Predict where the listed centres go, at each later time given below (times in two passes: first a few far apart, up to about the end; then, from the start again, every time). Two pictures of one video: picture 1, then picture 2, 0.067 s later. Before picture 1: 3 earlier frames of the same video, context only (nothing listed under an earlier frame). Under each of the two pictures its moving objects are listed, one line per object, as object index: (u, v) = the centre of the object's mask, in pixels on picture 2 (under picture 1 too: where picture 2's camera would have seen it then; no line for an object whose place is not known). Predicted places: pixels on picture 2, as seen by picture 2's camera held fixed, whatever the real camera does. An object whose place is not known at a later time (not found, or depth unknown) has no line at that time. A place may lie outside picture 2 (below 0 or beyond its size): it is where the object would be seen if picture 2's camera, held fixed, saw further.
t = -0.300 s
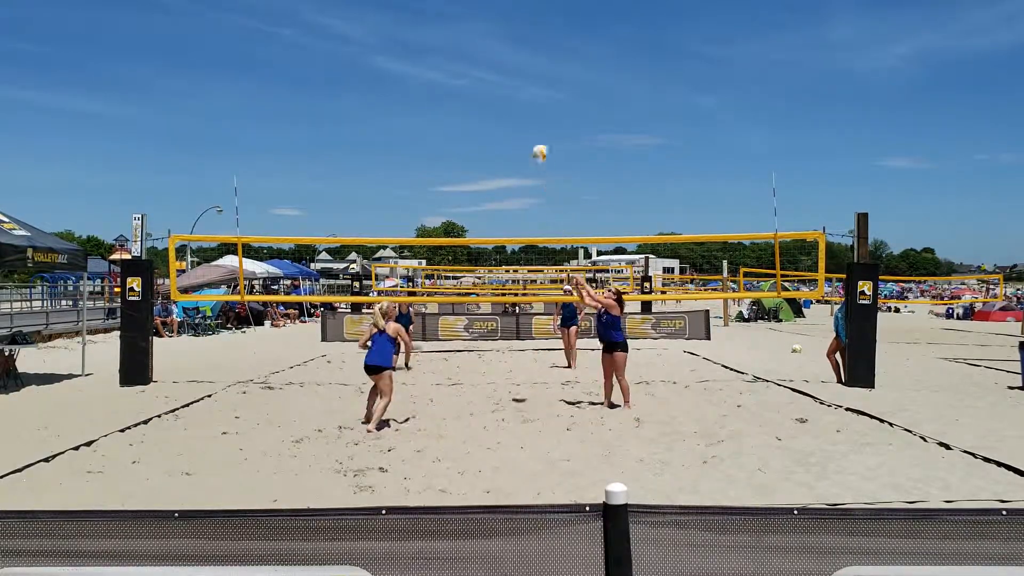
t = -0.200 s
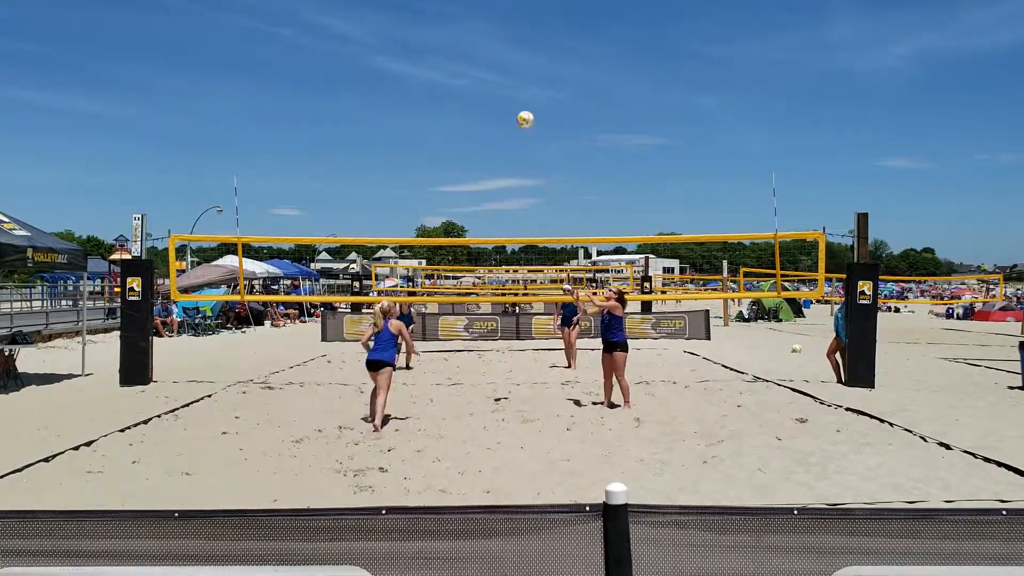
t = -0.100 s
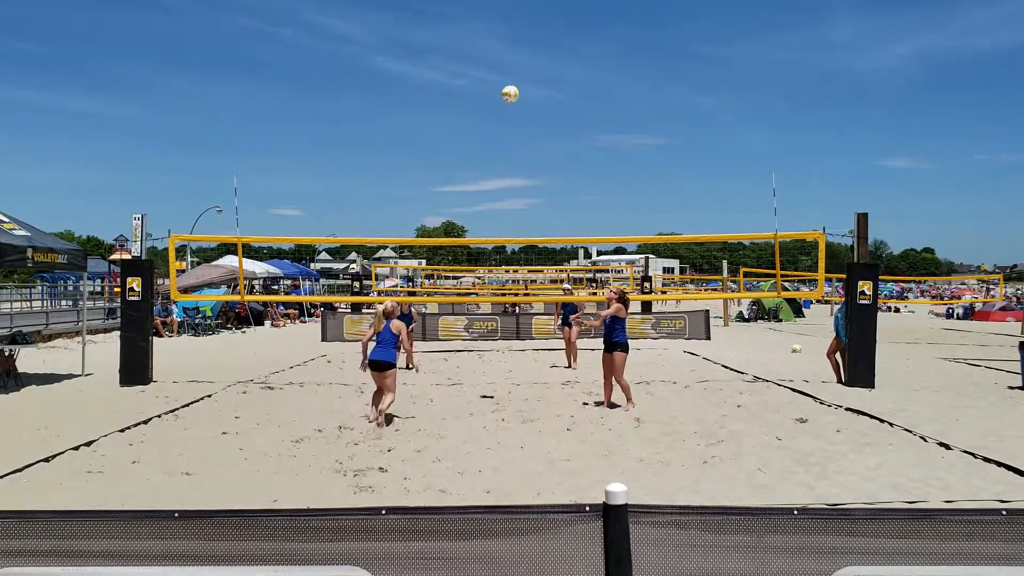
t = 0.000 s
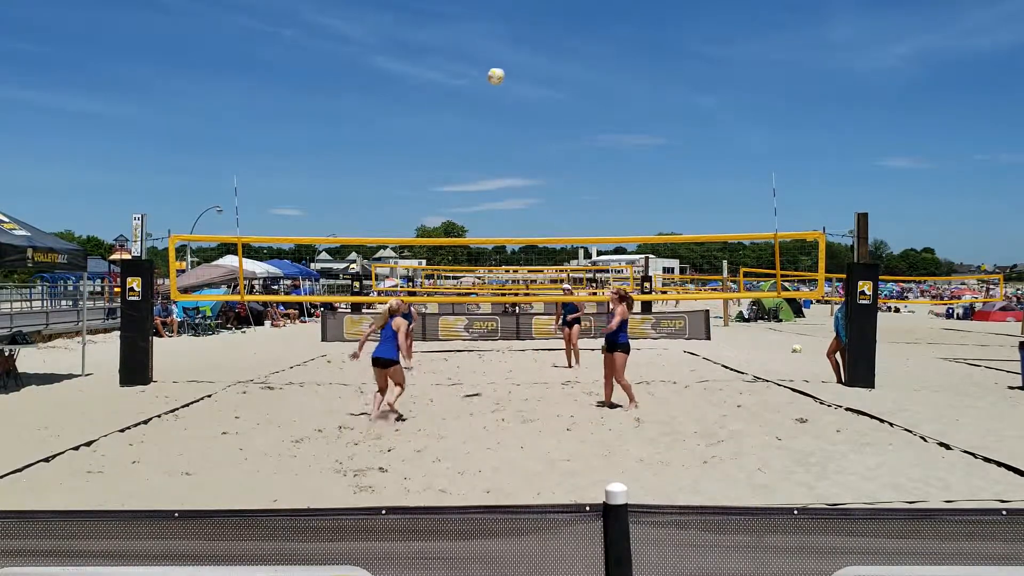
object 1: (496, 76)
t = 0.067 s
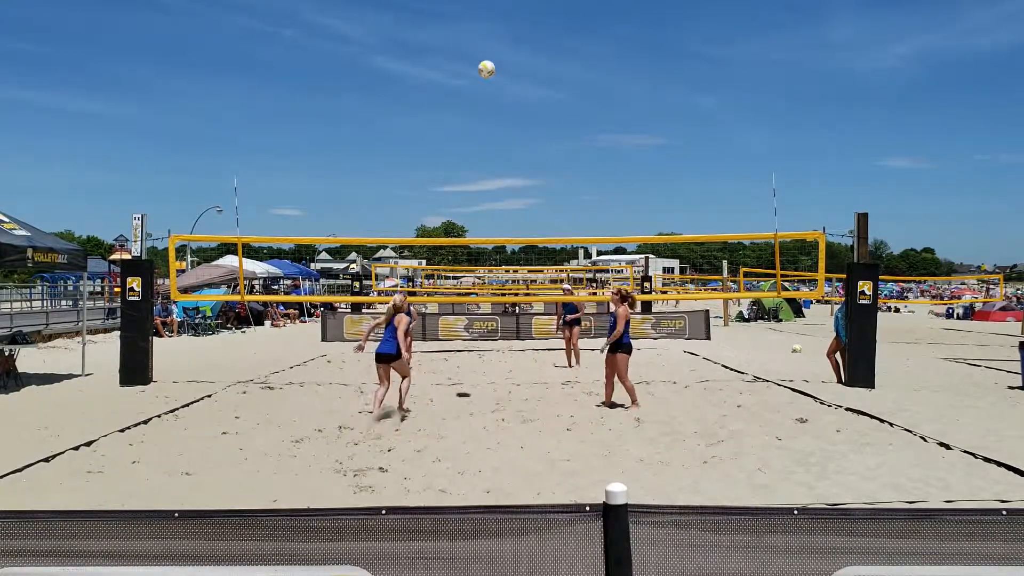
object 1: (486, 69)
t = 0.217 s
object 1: (466, 64)
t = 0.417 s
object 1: (439, 86)
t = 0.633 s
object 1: (414, 140)
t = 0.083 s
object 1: (484, 67)
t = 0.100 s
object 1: (482, 66)
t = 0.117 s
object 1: (480, 66)
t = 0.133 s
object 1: (477, 65)
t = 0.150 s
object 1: (475, 65)
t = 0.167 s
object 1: (473, 64)
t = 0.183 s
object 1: (470, 64)
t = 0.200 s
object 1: (468, 64)
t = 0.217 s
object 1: (466, 64)
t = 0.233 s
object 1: (463, 65)
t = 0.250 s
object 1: (461, 66)
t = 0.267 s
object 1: (460, 67)
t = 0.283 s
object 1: (457, 68)
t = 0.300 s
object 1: (455, 70)
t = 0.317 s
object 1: (453, 71)
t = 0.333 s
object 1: (451, 73)
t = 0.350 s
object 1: (449, 75)
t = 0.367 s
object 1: (446, 78)
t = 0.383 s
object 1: (444, 80)
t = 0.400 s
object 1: (442, 83)
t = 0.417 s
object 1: (439, 86)
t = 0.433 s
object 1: (437, 89)
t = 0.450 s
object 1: (435, 92)
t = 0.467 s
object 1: (433, 95)
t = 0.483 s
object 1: (431, 99)
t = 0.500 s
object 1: (429, 103)
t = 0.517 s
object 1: (426, 107)
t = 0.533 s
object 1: (424, 111)
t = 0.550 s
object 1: (422, 116)
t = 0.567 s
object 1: (420, 120)
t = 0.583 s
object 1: (419, 124)
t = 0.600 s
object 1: (417, 129)
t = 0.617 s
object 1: (415, 134)
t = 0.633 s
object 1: (414, 140)
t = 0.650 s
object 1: (411, 146)
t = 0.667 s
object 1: (409, 151)
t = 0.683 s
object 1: (406, 157)
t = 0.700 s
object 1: (404, 163)
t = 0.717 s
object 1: (402, 169)
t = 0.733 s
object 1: (400, 175)
